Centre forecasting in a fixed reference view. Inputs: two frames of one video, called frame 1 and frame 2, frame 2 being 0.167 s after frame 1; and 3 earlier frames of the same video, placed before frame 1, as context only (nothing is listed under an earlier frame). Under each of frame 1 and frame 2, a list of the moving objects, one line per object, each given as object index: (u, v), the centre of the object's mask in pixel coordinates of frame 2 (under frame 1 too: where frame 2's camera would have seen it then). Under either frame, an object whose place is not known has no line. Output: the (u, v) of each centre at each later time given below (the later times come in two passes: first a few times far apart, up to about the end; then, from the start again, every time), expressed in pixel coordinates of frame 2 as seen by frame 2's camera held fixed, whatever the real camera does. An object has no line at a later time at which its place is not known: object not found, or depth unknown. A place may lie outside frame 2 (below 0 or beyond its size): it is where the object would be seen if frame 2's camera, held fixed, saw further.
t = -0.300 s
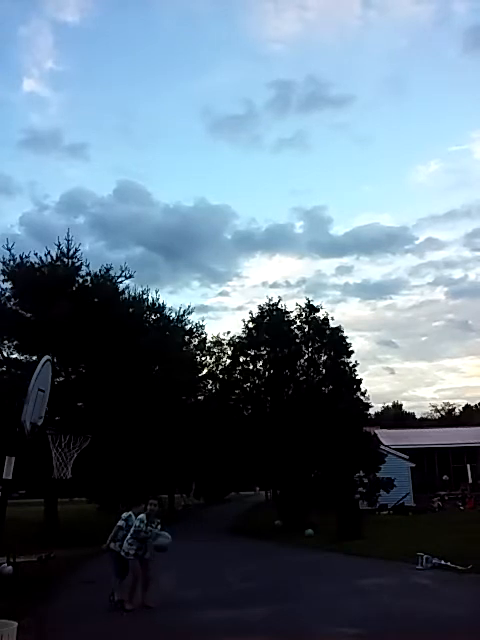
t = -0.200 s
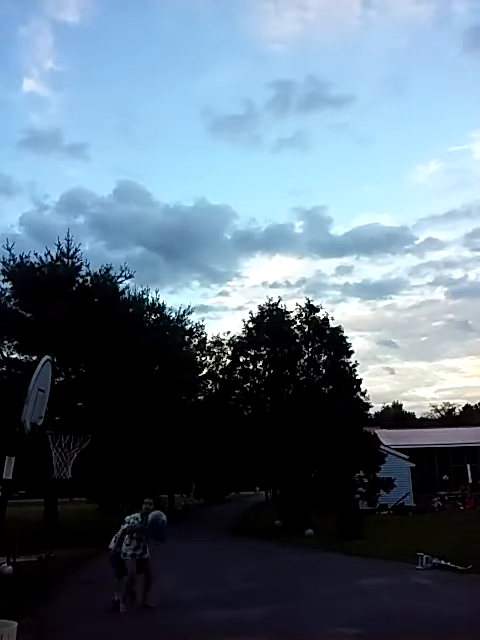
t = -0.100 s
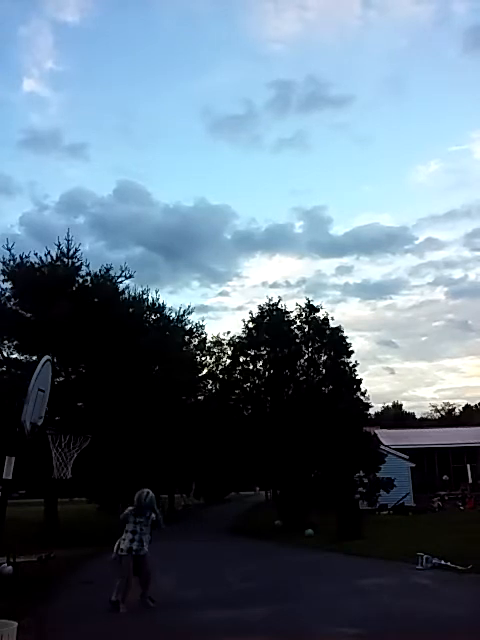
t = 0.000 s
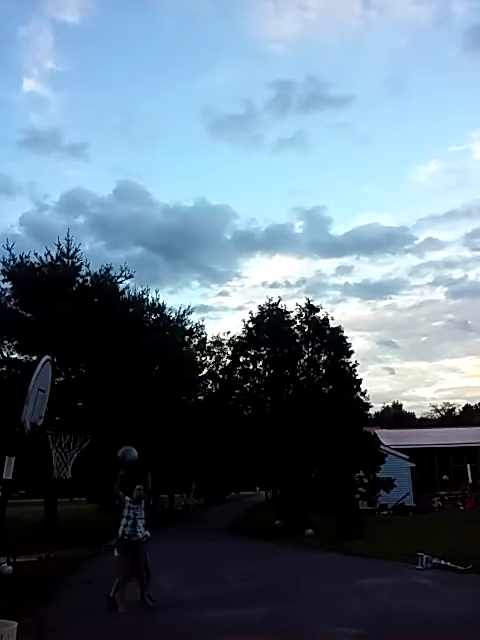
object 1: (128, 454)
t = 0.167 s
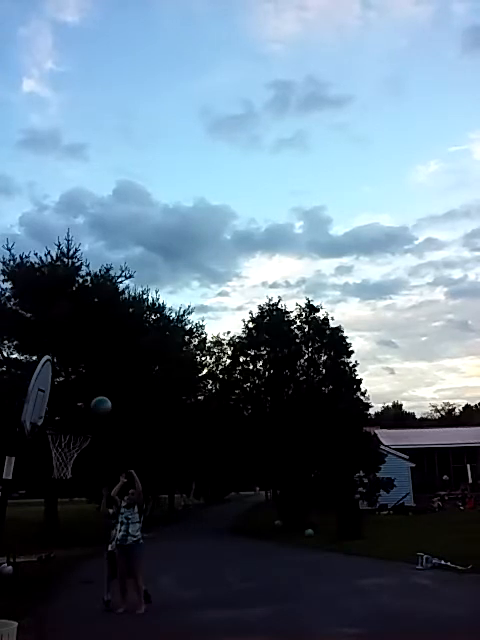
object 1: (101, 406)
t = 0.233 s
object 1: (90, 394)
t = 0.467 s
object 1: (61, 377)
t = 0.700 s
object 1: (75, 408)
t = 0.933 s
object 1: (92, 440)
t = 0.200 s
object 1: (95, 400)
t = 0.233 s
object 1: (90, 394)
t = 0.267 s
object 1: (84, 387)
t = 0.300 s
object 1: (78, 384)
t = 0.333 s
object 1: (73, 380)
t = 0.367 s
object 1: (66, 379)
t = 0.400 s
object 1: (61, 377)
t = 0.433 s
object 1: (60, 376)
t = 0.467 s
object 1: (61, 377)
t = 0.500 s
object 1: (63, 378)
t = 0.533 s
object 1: (64, 381)
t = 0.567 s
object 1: (66, 383)
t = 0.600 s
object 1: (69, 389)
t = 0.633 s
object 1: (71, 394)
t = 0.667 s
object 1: (73, 401)
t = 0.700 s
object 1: (75, 408)
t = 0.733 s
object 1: (77, 417)
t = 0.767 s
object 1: (80, 422)
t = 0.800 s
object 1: (82, 424)
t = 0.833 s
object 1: (85, 426)
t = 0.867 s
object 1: (87, 430)
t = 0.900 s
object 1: (90, 434)
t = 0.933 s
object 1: (92, 440)
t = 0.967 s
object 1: (95, 446)
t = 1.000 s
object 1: (99, 454)
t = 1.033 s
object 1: (101, 463)
